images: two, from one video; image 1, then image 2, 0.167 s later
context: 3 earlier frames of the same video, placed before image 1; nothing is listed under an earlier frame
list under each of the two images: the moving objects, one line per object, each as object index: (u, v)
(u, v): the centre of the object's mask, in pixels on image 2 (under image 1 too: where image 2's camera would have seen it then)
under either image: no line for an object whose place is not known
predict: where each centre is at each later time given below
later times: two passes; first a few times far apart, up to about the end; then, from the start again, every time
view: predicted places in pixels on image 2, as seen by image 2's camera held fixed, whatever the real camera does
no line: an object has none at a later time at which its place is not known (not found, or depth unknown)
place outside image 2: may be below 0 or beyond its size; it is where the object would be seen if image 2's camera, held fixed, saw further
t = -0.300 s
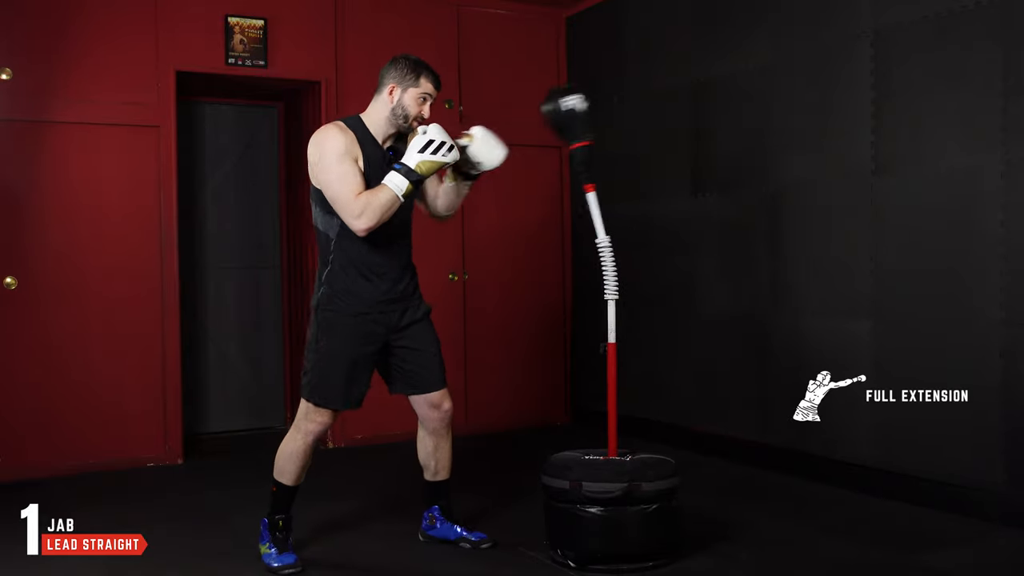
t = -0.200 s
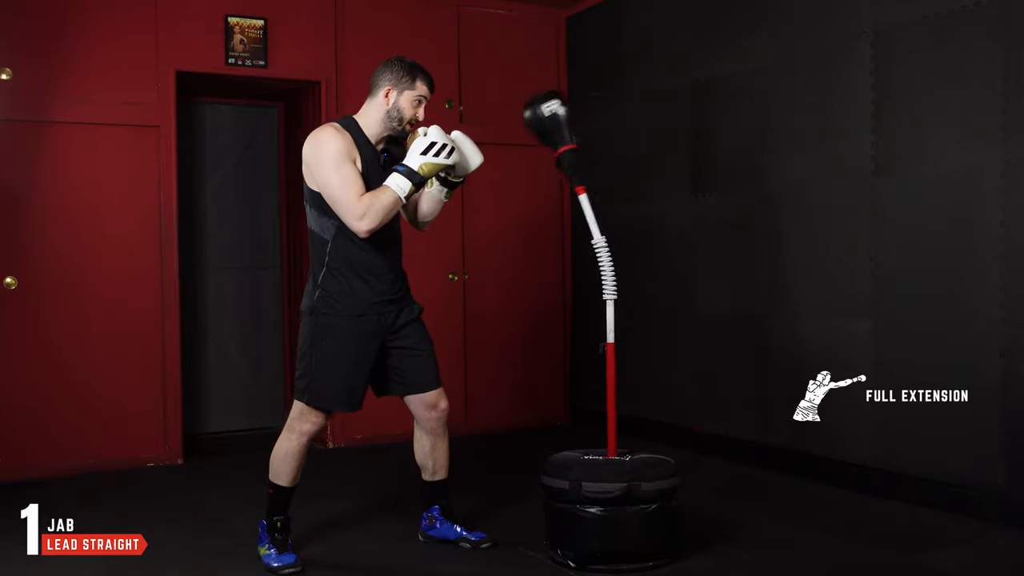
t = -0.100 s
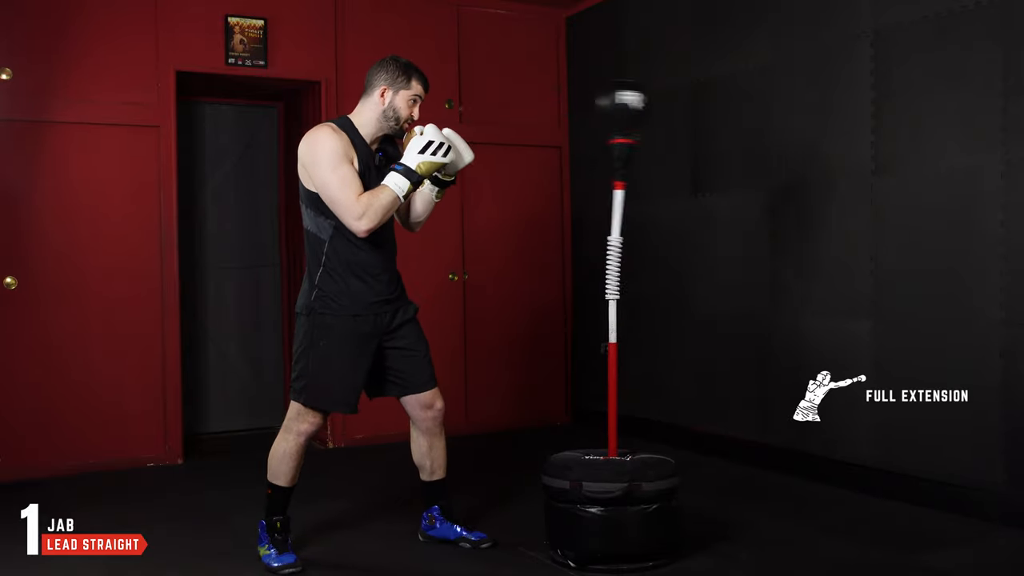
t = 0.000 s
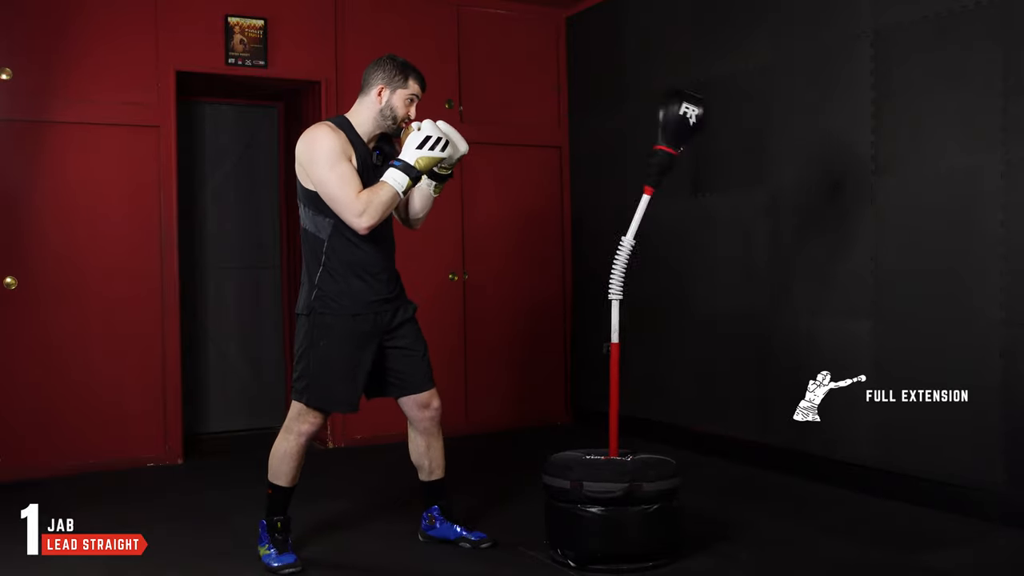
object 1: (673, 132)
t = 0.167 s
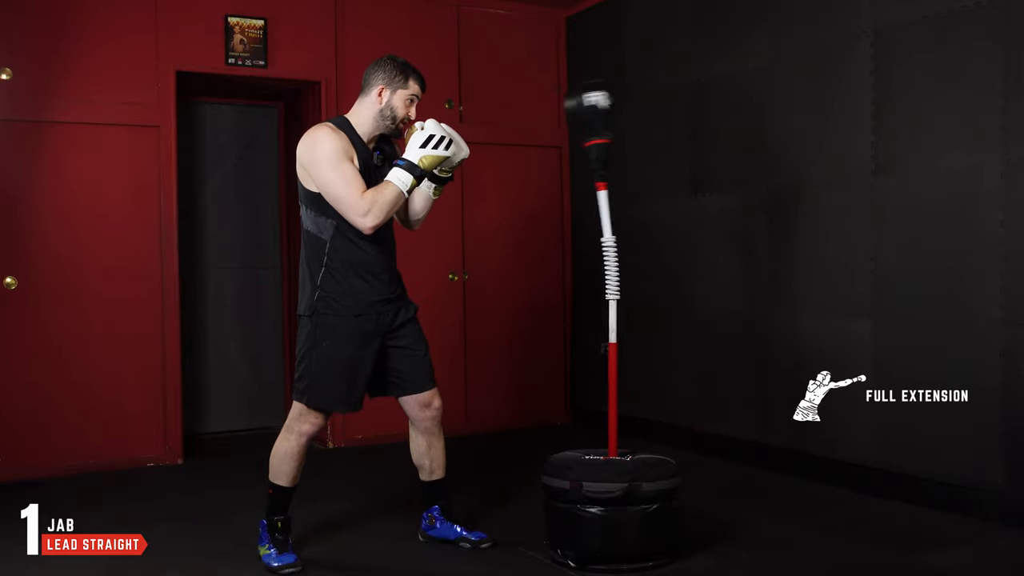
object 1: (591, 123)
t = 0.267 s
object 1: (561, 128)
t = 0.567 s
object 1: (644, 123)
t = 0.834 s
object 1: (601, 121)
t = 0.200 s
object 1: (572, 125)
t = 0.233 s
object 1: (562, 128)
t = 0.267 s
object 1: (561, 128)
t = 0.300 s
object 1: (569, 126)
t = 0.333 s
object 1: (586, 125)
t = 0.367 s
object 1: (607, 122)
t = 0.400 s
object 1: (630, 124)
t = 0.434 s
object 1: (648, 125)
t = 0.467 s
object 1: (659, 128)
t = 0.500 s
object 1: (663, 127)
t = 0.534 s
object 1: (657, 125)
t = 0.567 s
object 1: (644, 123)
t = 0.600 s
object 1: (626, 123)
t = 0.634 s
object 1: (606, 123)
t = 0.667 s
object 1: (587, 123)
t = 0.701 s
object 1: (574, 126)
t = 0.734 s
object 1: (569, 125)
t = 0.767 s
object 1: (572, 124)
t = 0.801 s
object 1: (584, 122)
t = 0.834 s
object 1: (601, 121)
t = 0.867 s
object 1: (621, 123)
